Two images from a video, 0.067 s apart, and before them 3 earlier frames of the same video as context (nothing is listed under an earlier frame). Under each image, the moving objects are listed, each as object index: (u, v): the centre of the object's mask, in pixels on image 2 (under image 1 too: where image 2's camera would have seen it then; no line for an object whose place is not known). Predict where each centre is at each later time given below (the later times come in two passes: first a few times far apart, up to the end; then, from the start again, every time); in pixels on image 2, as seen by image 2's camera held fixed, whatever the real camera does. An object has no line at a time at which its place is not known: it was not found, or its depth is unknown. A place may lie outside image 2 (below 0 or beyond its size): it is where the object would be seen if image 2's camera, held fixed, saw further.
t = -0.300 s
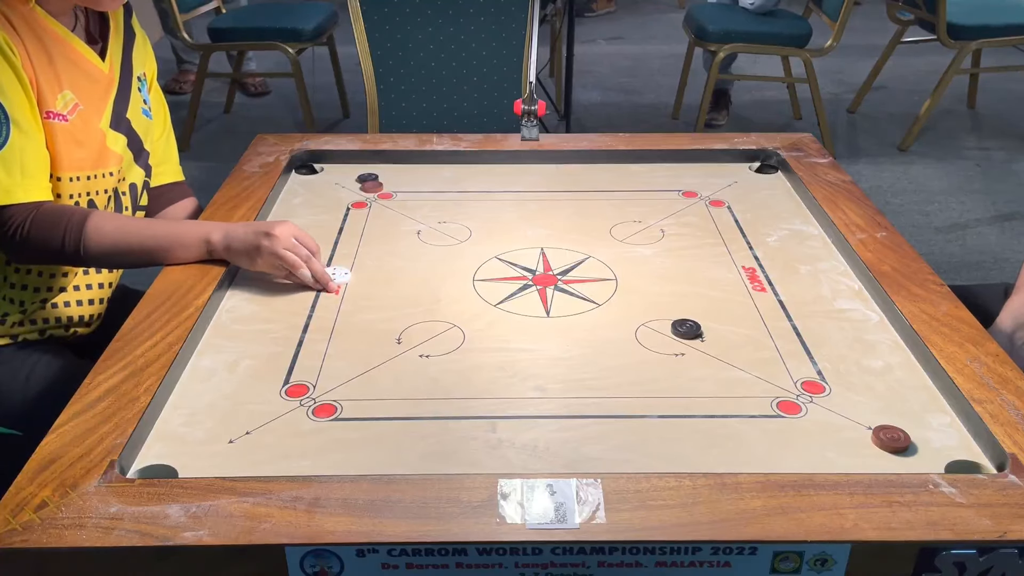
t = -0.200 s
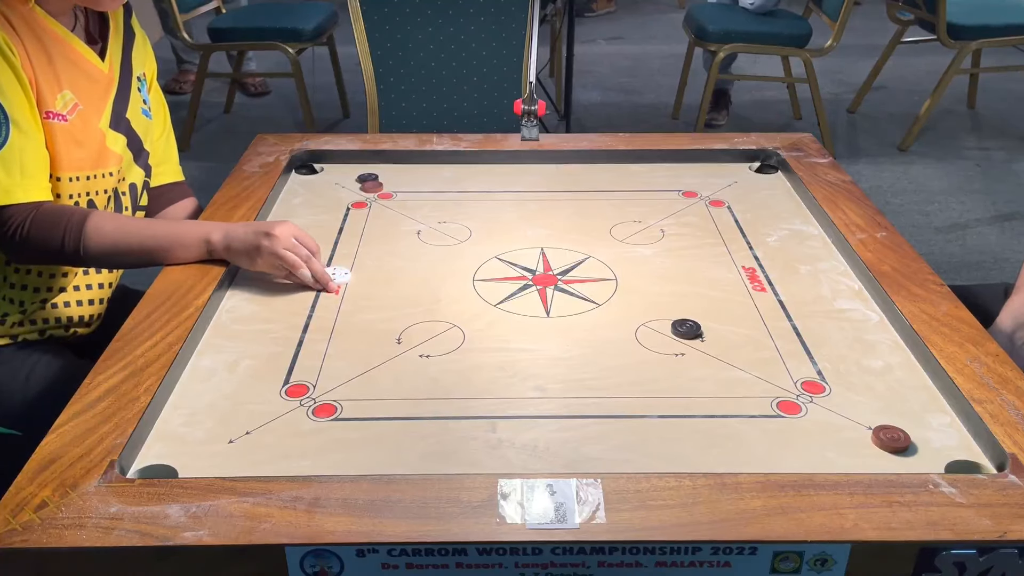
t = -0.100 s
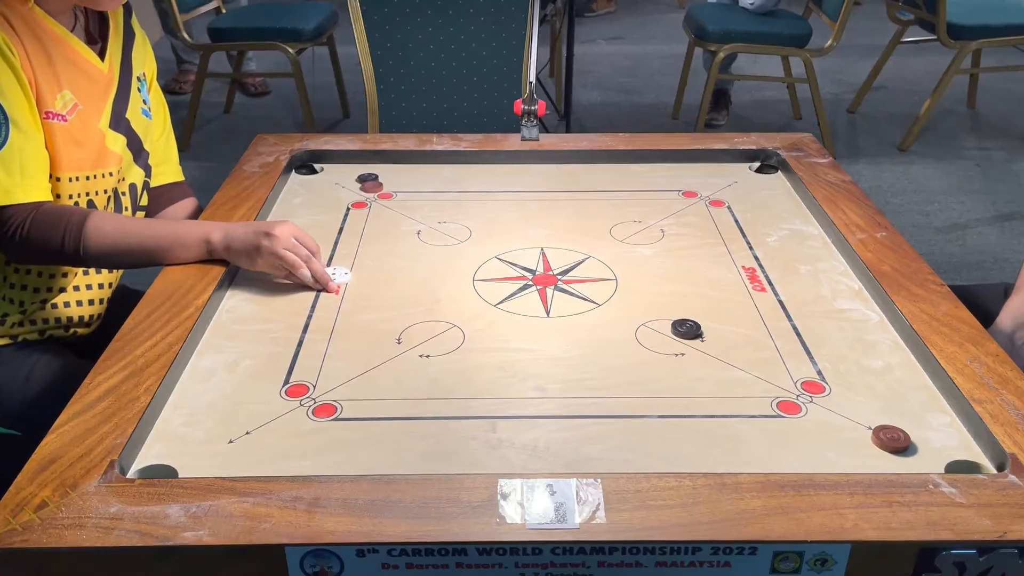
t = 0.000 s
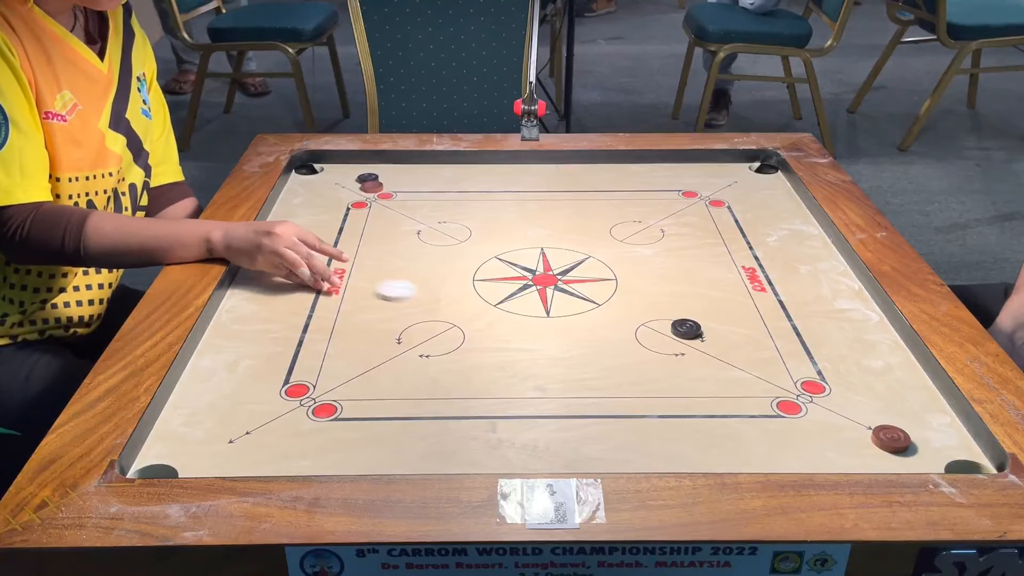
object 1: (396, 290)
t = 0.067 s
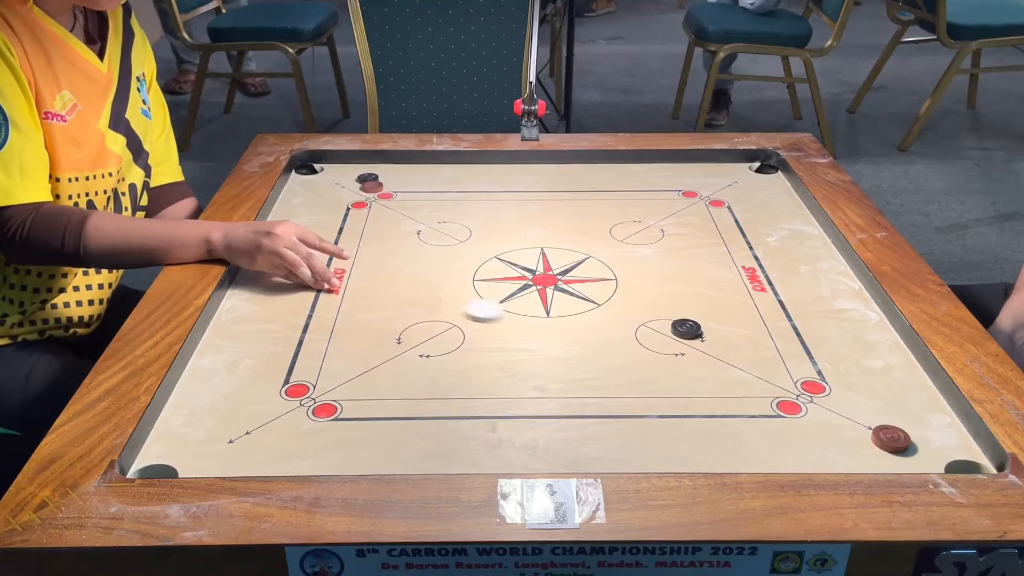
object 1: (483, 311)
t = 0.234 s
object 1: (728, 366)
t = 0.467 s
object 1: (843, 423)
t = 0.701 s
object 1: (717, 408)
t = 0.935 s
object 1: (651, 397)
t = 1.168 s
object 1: (630, 393)
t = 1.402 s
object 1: (630, 393)
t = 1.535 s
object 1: (630, 393)
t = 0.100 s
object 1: (530, 321)
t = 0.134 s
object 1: (578, 333)
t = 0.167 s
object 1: (625, 343)
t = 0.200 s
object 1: (677, 355)
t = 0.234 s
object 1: (728, 366)
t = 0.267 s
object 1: (781, 379)
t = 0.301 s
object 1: (838, 392)
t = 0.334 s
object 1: (893, 405)
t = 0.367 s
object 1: (929, 417)
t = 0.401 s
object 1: (896, 422)
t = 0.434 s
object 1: (871, 422)
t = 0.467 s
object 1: (843, 423)
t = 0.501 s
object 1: (818, 423)
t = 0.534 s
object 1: (796, 422)
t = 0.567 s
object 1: (778, 419)
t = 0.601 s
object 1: (760, 416)
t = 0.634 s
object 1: (745, 413)
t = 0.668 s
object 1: (730, 410)
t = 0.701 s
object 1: (717, 408)
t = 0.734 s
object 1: (704, 406)
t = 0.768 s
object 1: (693, 404)
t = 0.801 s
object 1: (683, 402)
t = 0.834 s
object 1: (673, 401)
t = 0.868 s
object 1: (665, 400)
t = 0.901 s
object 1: (657, 398)
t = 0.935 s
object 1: (651, 397)
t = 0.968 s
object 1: (645, 397)
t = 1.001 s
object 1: (640, 395)
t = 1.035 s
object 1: (637, 394)
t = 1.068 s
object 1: (634, 394)
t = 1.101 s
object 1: (631, 393)
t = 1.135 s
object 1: (630, 393)
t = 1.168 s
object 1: (630, 393)
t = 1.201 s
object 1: (630, 393)
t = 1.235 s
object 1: (630, 393)
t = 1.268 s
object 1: (630, 393)
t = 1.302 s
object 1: (630, 393)
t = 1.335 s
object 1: (630, 393)
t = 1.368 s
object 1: (630, 393)
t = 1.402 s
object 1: (630, 393)
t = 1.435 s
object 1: (630, 393)
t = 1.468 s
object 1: (630, 393)
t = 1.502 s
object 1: (630, 393)
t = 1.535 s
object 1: (630, 393)
